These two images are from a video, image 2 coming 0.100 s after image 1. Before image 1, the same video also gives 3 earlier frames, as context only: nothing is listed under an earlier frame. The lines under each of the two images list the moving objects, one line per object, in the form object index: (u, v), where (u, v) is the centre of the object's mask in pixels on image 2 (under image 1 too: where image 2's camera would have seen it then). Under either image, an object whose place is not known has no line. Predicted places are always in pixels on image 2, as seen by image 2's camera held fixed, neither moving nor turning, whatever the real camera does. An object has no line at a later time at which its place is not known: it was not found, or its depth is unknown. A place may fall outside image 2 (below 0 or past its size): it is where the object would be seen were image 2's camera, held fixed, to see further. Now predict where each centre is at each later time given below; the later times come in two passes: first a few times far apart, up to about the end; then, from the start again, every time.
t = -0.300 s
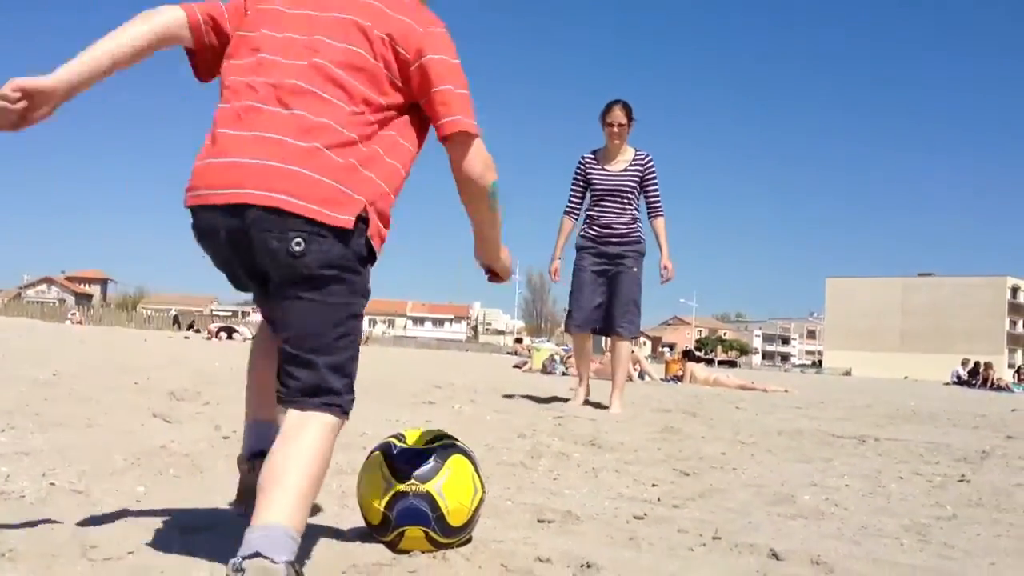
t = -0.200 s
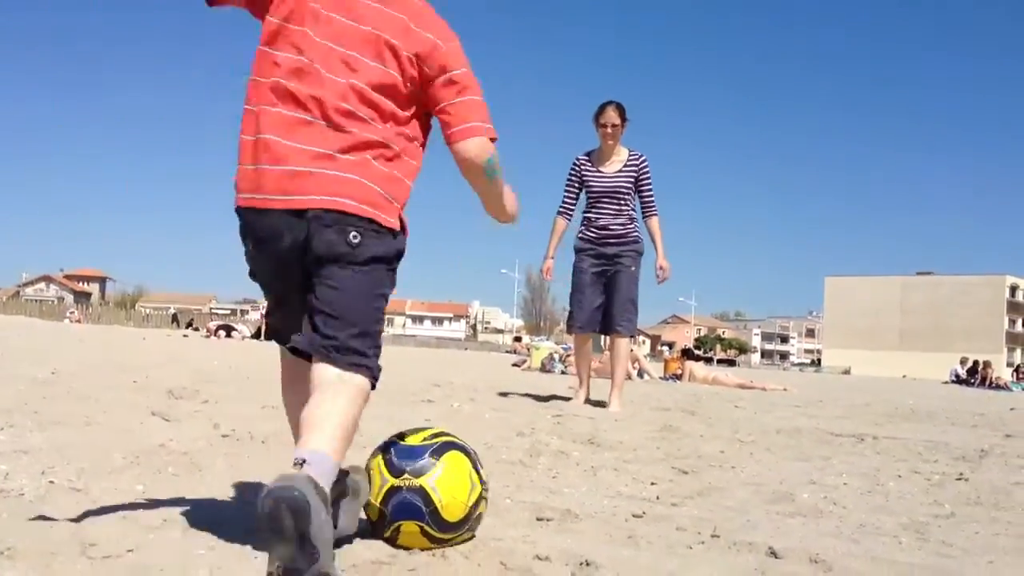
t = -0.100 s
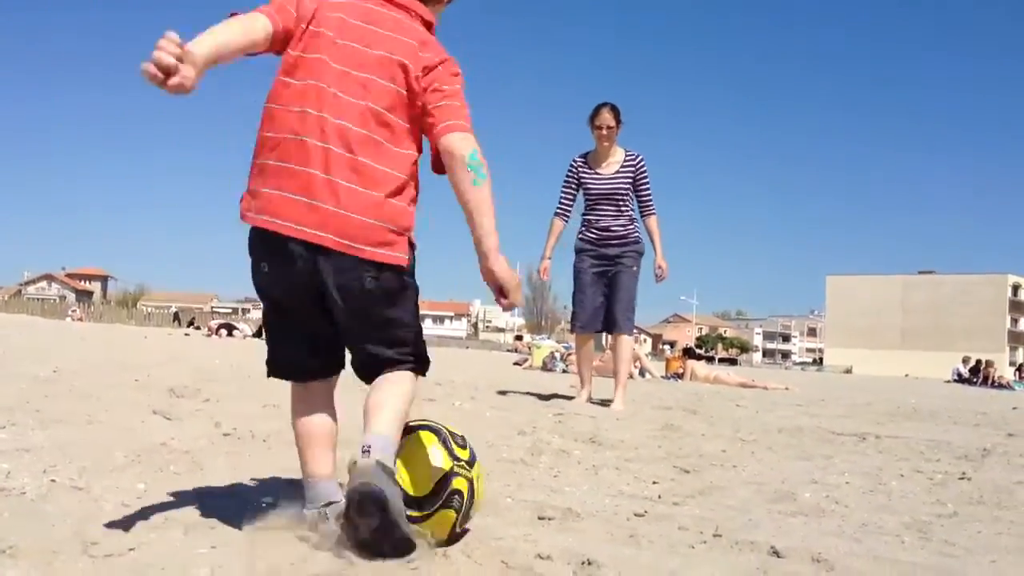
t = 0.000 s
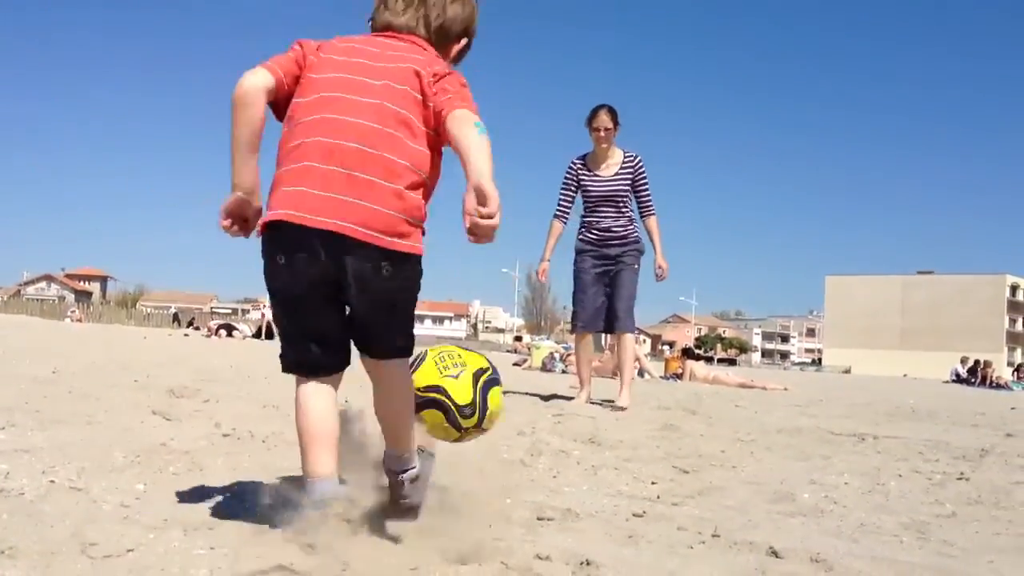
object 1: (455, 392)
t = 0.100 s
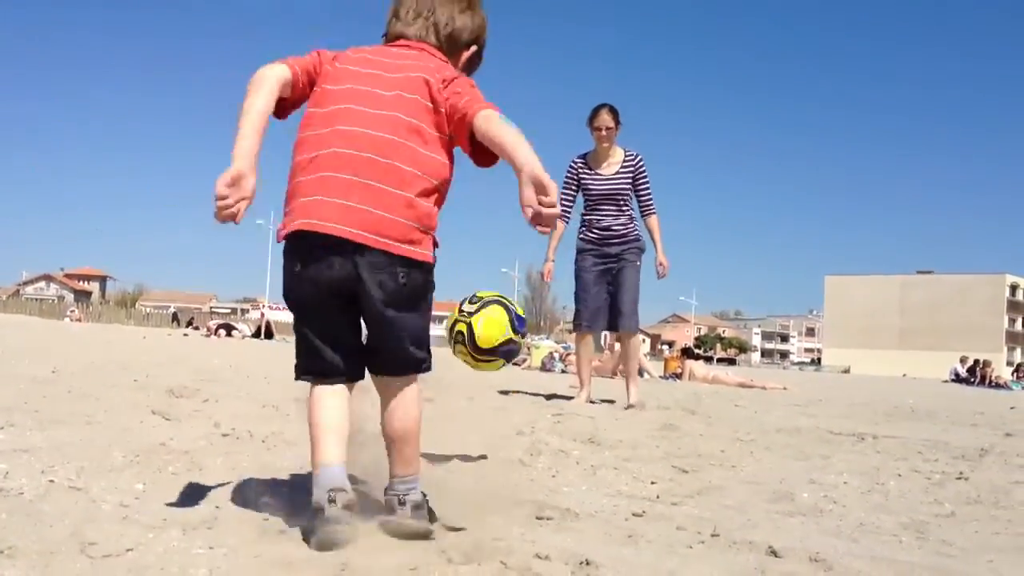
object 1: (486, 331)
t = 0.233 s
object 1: (516, 315)
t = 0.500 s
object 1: (543, 389)
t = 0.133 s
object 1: (496, 321)
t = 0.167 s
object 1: (504, 315)
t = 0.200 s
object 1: (511, 313)
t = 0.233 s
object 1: (516, 315)
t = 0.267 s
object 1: (521, 320)
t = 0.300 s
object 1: (524, 329)
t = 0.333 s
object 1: (528, 340)
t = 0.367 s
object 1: (531, 352)
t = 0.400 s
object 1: (535, 365)
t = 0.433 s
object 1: (537, 378)
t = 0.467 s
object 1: (540, 393)
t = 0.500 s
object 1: (543, 389)
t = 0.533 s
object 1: (546, 376)
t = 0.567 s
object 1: (550, 368)
